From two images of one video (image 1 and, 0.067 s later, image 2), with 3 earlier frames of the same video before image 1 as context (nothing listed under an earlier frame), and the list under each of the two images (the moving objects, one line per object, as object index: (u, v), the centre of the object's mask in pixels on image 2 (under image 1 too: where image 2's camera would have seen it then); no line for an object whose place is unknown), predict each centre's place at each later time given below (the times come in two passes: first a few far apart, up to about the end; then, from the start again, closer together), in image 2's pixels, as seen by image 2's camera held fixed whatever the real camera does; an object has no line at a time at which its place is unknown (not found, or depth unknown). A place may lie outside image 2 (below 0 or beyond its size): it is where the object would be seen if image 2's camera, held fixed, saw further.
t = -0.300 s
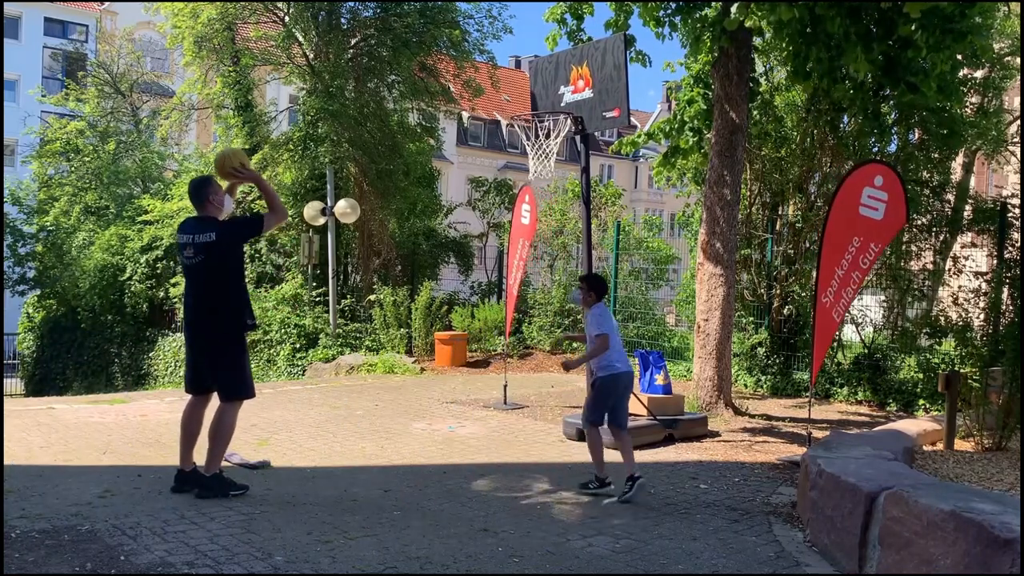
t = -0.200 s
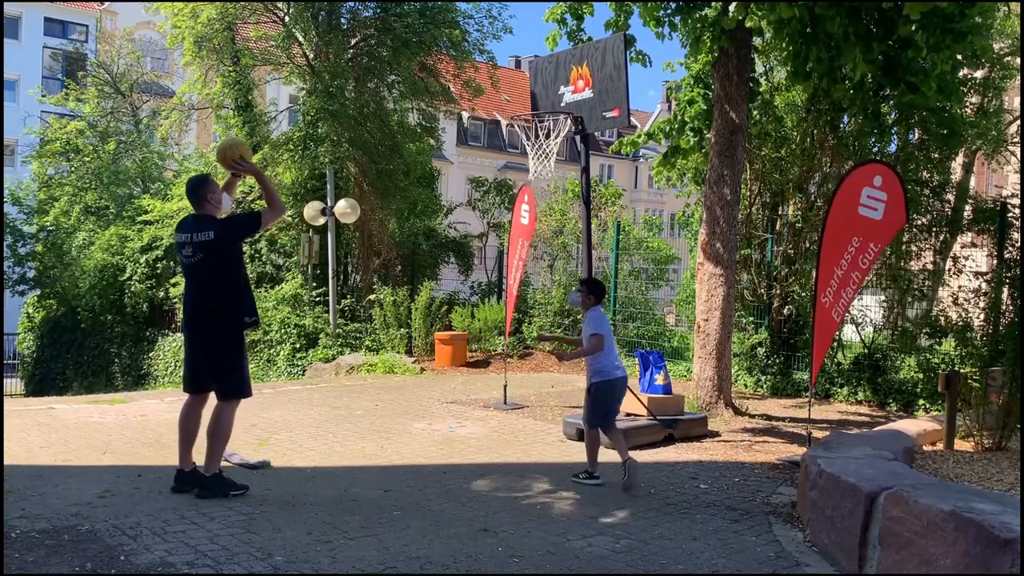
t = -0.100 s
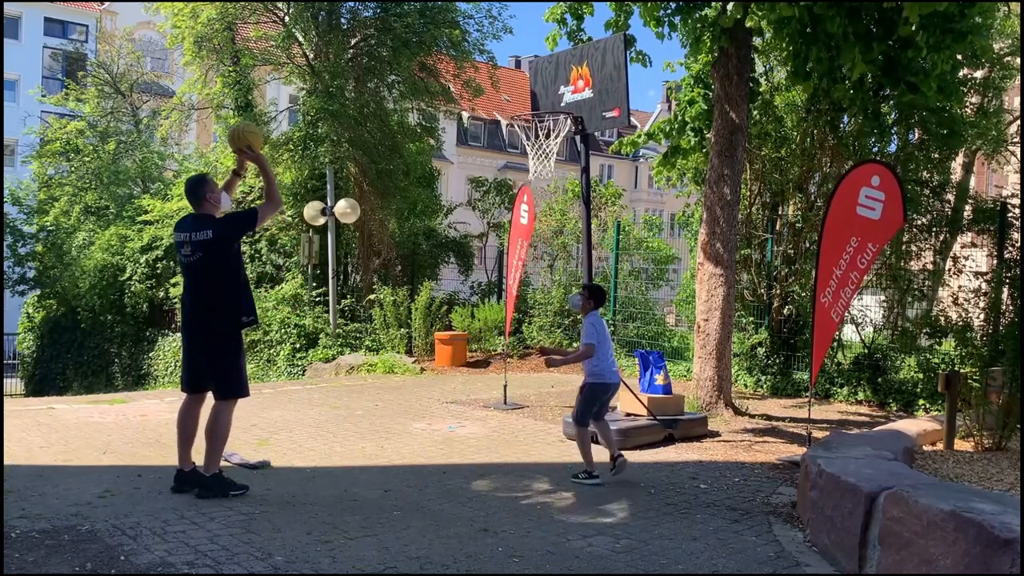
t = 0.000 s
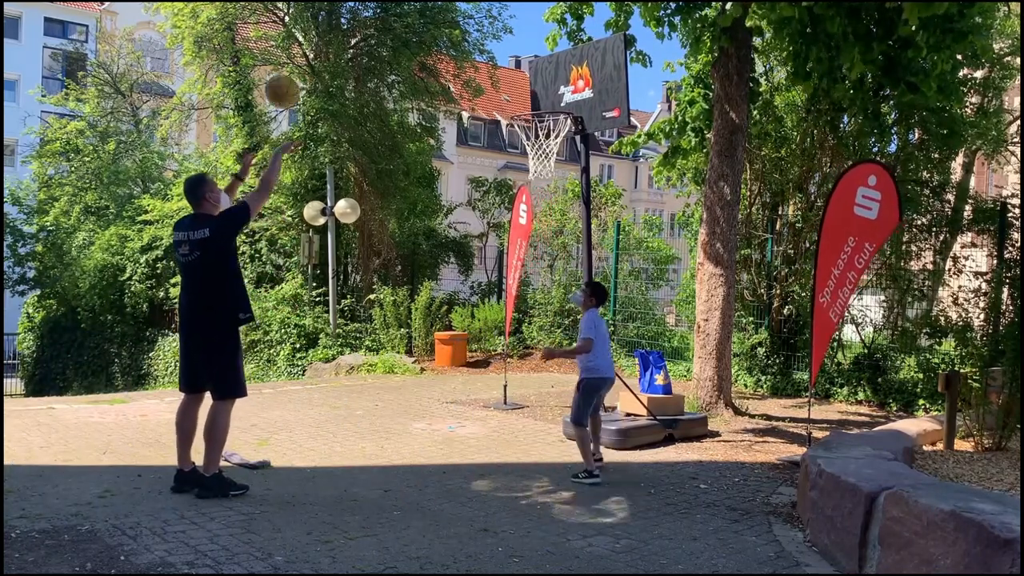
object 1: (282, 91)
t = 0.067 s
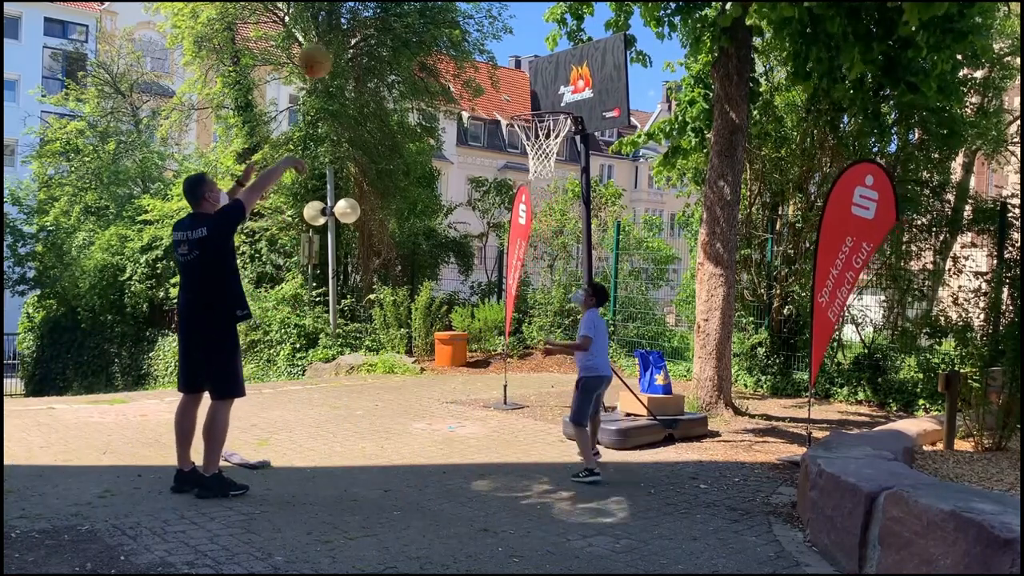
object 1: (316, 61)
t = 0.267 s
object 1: (404, 17)
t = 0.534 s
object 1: (501, 51)
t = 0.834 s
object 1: (560, 158)
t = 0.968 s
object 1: (552, 197)
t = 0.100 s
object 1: (330, 49)
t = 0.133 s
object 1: (345, 40)
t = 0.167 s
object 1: (360, 32)
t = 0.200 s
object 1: (375, 25)
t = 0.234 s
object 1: (390, 20)
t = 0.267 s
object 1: (404, 17)
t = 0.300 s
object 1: (417, 16)
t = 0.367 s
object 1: (442, 18)
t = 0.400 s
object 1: (455, 22)
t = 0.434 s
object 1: (466, 26)
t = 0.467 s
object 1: (479, 34)
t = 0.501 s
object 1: (490, 41)
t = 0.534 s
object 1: (501, 51)
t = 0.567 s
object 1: (512, 60)
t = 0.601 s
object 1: (523, 72)
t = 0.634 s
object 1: (533, 86)
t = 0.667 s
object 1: (542, 99)
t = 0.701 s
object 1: (551, 115)
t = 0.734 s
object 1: (560, 130)
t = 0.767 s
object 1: (562, 142)
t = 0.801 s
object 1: (562, 152)
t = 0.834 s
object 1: (560, 158)
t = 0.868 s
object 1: (558, 166)
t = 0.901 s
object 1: (556, 176)
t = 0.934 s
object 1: (554, 186)
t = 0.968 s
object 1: (552, 197)
